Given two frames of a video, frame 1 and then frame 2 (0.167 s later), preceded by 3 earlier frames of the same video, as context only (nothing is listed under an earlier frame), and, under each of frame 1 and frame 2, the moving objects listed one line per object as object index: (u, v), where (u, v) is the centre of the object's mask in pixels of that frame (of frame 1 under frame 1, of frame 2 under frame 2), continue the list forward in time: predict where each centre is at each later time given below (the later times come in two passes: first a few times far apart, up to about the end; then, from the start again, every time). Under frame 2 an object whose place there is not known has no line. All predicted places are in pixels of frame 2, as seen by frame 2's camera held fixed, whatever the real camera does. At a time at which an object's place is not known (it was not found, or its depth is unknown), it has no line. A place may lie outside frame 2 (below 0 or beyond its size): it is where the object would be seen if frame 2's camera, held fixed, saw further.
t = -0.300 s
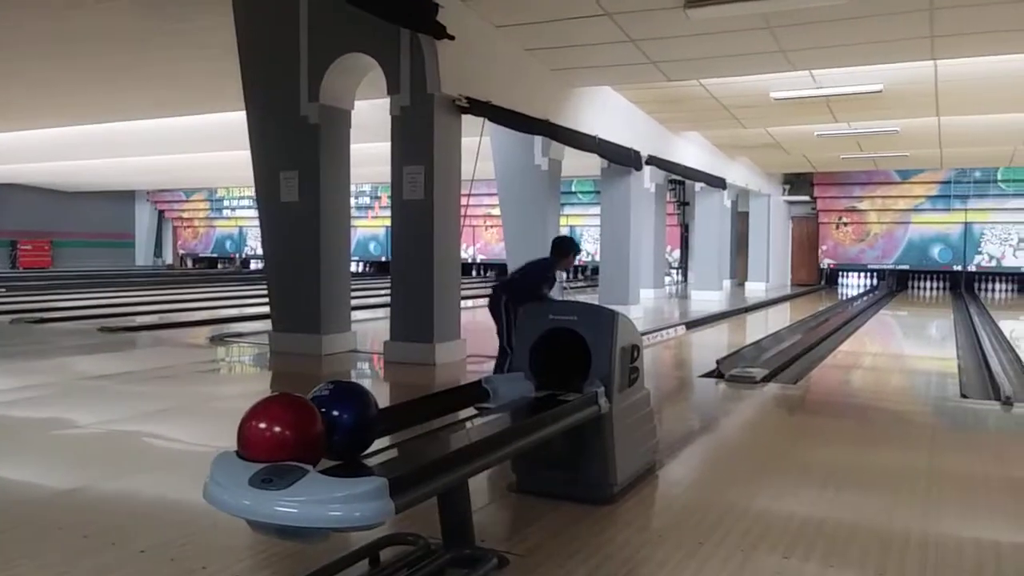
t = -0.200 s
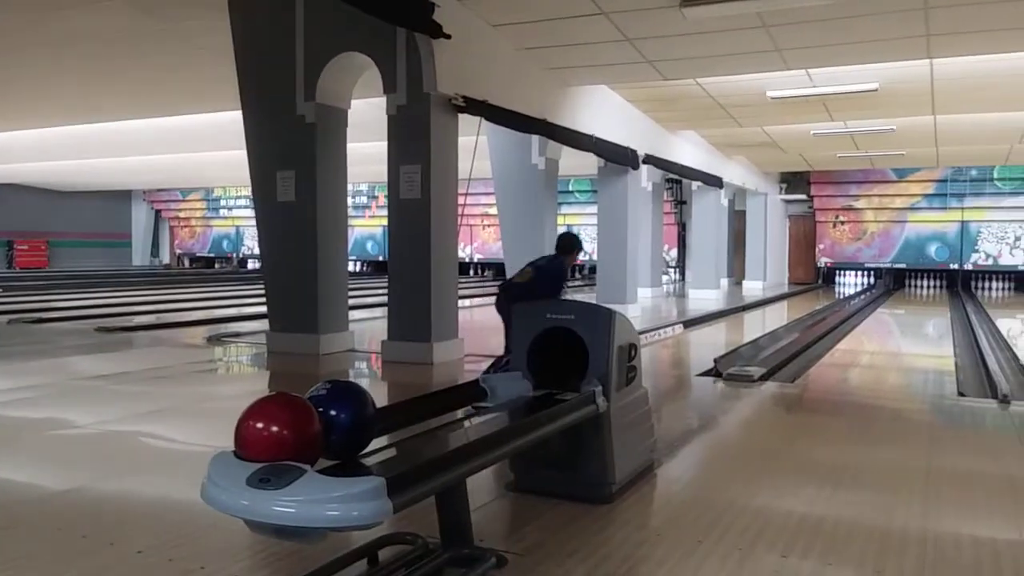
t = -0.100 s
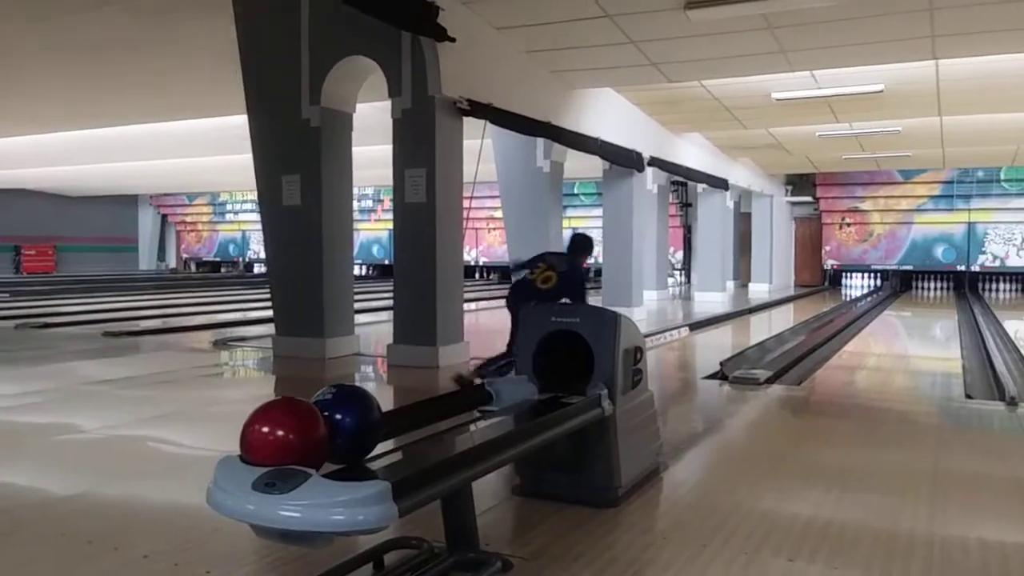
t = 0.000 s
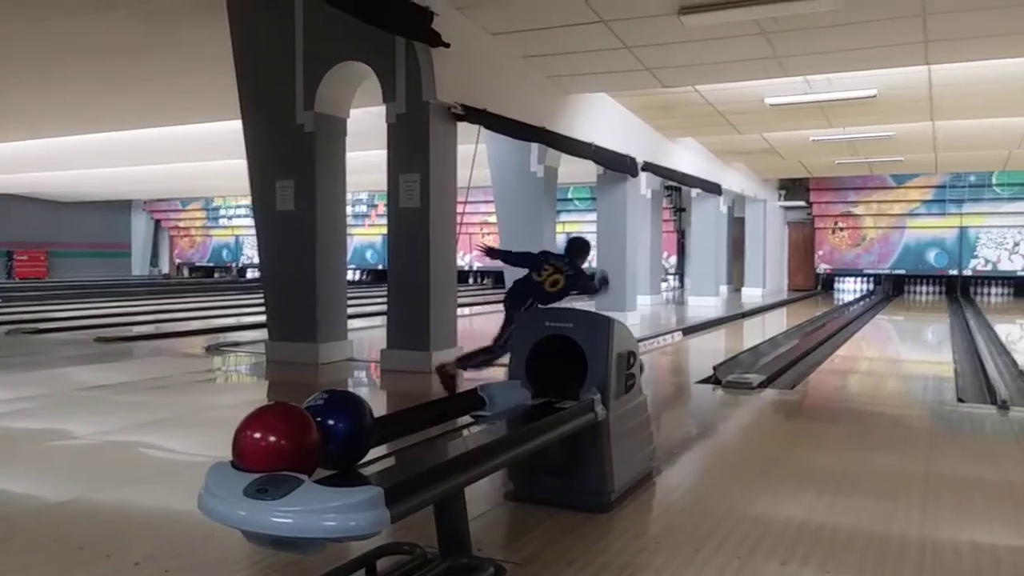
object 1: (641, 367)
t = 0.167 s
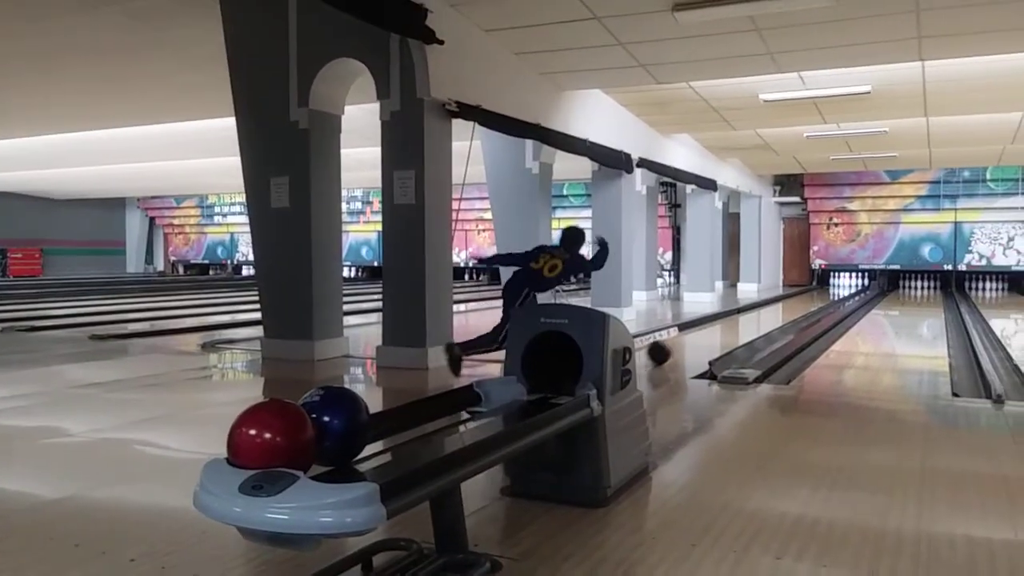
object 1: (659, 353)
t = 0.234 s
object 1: (669, 349)
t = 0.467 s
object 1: (702, 336)
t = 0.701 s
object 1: (728, 327)
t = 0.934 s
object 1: (748, 319)
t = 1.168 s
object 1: (764, 313)
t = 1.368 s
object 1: (776, 309)
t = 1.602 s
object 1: (787, 304)
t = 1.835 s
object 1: (797, 301)
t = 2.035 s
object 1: (805, 298)
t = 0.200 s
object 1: (664, 351)
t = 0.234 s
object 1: (669, 349)
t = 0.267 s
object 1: (675, 347)
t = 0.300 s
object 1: (680, 344)
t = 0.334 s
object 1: (685, 343)
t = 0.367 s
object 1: (690, 340)
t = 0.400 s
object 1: (694, 339)
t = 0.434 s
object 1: (698, 338)
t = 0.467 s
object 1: (702, 336)
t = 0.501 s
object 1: (706, 335)
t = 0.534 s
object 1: (711, 333)
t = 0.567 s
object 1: (714, 331)
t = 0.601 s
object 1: (717, 330)
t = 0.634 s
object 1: (721, 329)
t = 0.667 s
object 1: (725, 328)
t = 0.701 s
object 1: (728, 327)
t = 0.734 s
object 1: (731, 325)
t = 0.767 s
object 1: (734, 324)
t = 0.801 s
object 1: (737, 323)
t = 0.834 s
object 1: (740, 322)
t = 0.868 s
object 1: (742, 321)
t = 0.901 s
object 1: (745, 320)
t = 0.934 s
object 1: (748, 319)
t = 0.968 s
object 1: (750, 318)
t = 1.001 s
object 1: (753, 317)
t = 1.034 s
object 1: (755, 316)
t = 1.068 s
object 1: (757, 315)
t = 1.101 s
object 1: (760, 315)
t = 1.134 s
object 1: (762, 314)
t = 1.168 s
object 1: (764, 313)
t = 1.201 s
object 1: (766, 312)
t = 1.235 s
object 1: (767, 311)
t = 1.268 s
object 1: (769, 310)
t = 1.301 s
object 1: (772, 310)
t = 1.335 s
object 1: (774, 309)
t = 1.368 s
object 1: (776, 309)
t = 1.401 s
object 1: (778, 308)
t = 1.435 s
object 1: (780, 307)
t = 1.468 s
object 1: (781, 307)
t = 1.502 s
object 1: (783, 306)
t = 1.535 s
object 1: (784, 306)
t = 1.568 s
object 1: (786, 305)
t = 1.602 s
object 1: (787, 304)
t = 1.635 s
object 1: (789, 304)
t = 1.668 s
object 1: (790, 303)
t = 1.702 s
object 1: (792, 303)
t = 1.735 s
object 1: (794, 302)
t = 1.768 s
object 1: (795, 302)
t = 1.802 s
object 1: (796, 301)
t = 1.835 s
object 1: (797, 301)
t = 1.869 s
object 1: (799, 301)
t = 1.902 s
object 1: (800, 300)
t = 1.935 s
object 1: (801, 300)
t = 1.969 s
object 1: (802, 299)
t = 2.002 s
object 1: (804, 299)
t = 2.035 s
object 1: (805, 298)
